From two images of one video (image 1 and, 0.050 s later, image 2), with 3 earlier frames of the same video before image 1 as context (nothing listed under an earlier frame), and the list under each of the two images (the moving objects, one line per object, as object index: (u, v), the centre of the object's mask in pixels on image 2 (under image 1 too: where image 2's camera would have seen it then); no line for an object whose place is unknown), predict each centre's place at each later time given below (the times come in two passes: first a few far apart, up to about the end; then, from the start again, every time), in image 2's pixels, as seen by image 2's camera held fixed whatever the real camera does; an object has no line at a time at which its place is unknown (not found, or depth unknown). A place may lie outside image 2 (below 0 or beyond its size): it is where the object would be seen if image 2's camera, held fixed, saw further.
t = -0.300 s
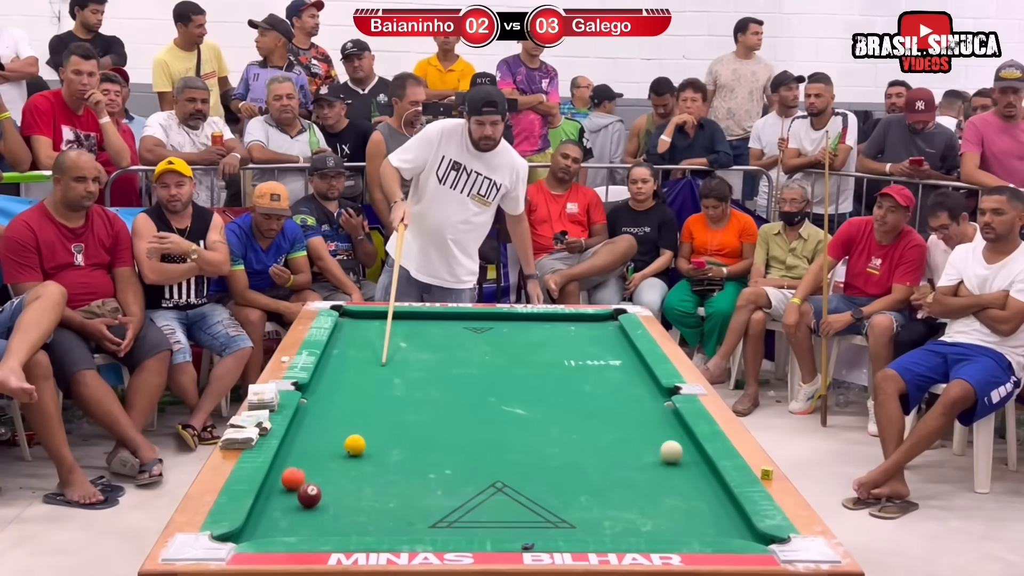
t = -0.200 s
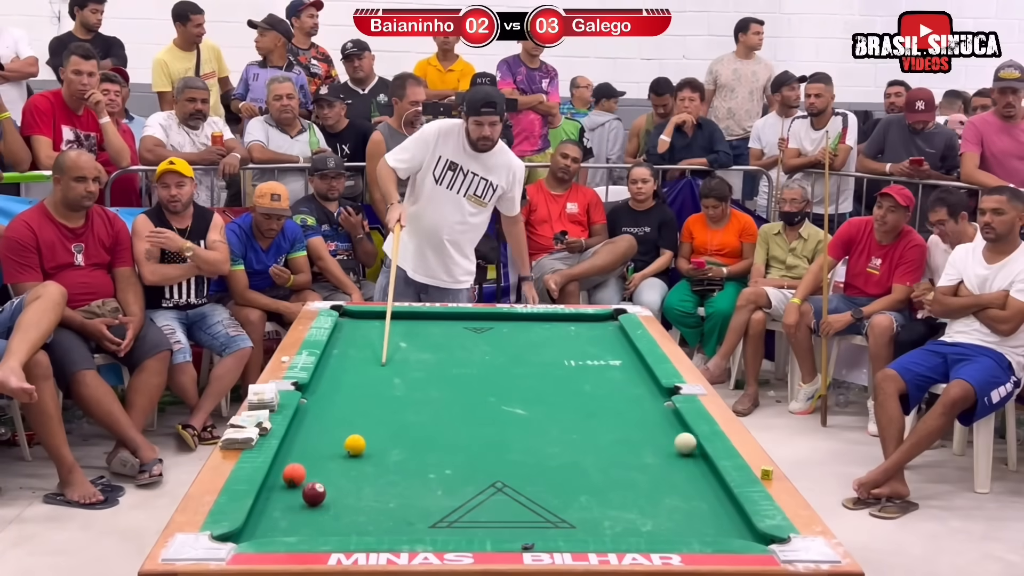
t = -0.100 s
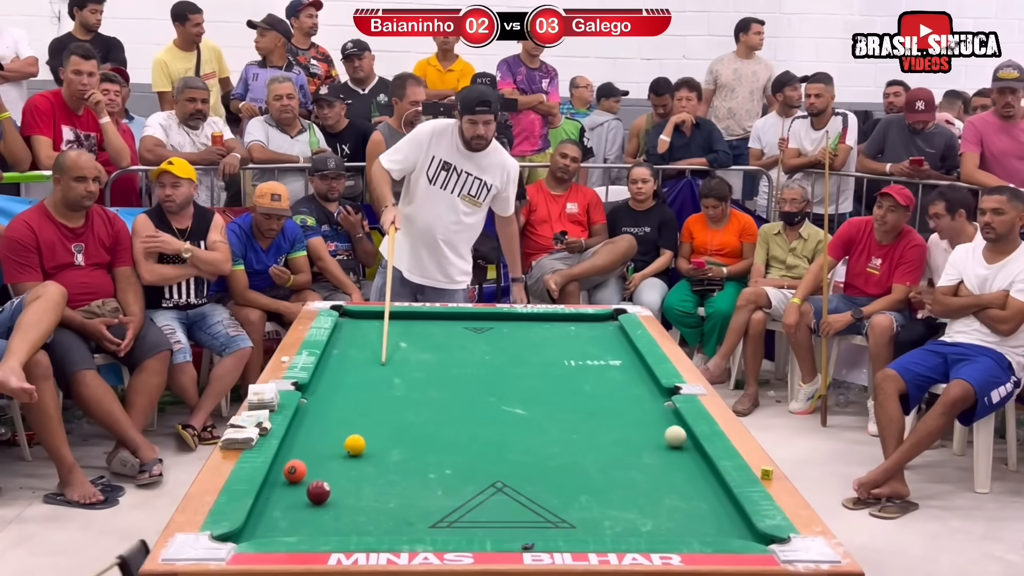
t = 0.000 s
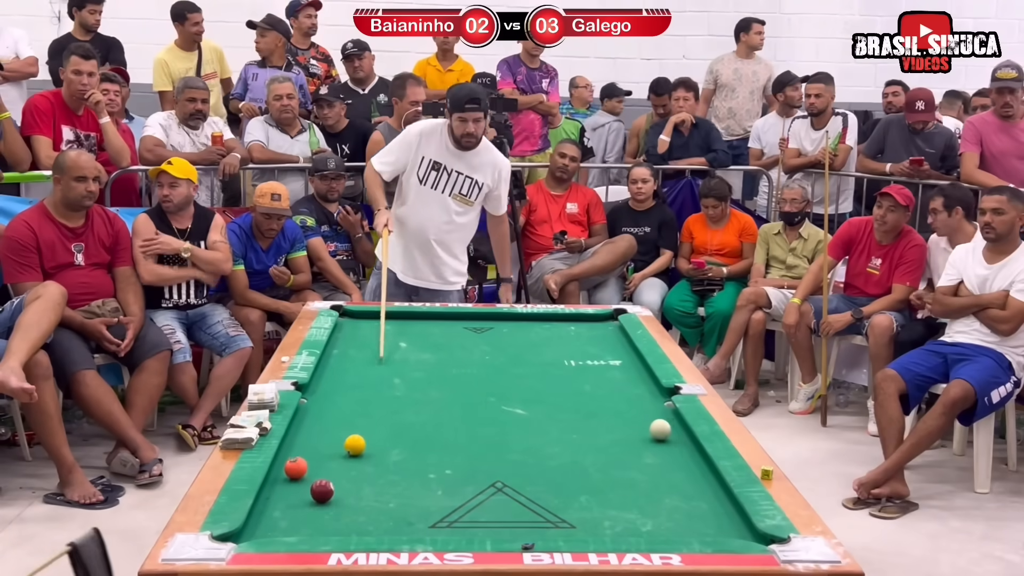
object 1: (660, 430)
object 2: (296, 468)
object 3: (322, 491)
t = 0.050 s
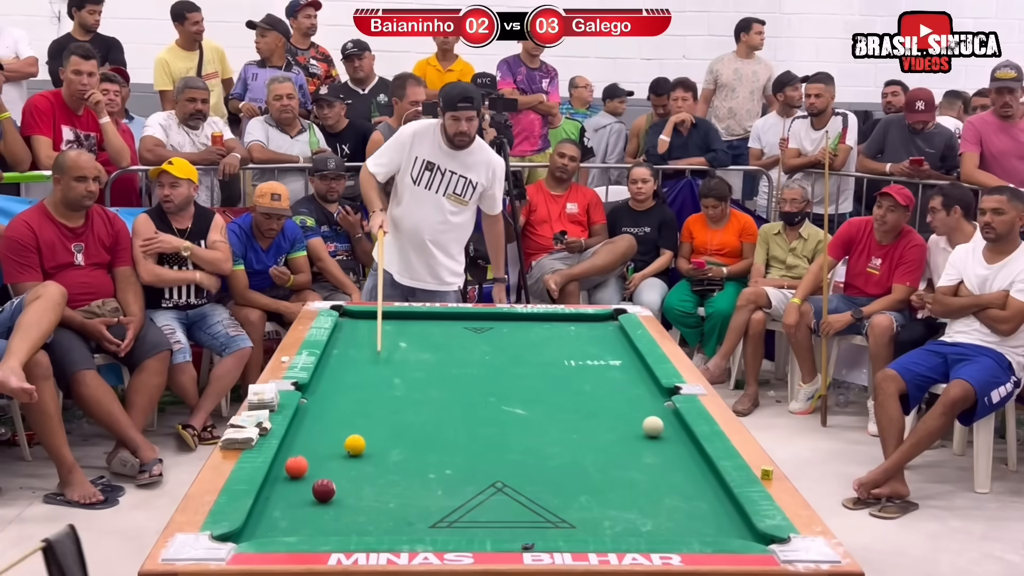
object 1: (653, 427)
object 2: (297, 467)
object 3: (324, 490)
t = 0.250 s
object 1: (626, 415)
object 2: (299, 460)
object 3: (329, 488)
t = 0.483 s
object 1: (597, 402)
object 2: (303, 455)
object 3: (334, 486)
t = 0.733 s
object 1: (571, 390)
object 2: (310, 449)
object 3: (337, 485)
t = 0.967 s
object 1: (548, 380)
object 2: (313, 446)
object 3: (339, 484)
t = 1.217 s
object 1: (527, 370)
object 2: (317, 442)
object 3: (339, 484)
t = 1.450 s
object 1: (509, 362)
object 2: (321, 439)
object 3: (339, 484)
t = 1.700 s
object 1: (491, 355)
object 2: (324, 438)
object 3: (339, 484)
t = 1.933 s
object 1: (477, 348)
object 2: (325, 437)
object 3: (339, 484)
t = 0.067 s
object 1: (650, 425)
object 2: (297, 466)
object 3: (324, 490)
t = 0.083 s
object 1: (648, 425)
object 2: (297, 466)
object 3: (325, 490)
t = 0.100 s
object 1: (646, 423)
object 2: (297, 465)
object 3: (325, 489)
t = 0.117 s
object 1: (643, 422)
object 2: (297, 464)
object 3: (326, 489)
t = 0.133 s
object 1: (641, 421)
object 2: (298, 464)
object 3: (326, 489)
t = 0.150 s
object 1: (639, 421)
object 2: (298, 463)
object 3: (327, 489)
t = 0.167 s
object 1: (637, 420)
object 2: (298, 463)
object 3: (327, 489)
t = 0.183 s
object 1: (635, 418)
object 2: (298, 461)
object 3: (328, 488)
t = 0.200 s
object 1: (632, 417)
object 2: (298, 460)
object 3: (328, 488)
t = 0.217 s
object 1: (630, 416)
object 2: (299, 460)
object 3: (329, 488)
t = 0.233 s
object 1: (628, 415)
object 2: (299, 461)
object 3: (329, 488)
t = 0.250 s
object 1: (626, 415)
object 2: (299, 460)
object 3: (329, 488)
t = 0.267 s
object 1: (624, 413)
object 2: (300, 460)
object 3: (330, 488)
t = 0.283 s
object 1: (622, 413)
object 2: (300, 460)
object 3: (330, 488)
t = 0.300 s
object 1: (619, 412)
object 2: (300, 459)
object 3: (331, 487)
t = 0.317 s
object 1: (617, 411)
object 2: (300, 459)
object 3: (331, 487)
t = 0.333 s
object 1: (615, 410)
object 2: (301, 458)
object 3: (331, 487)
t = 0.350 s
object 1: (613, 409)
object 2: (301, 458)
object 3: (332, 487)
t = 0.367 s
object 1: (611, 408)
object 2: (301, 458)
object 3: (332, 487)
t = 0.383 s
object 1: (609, 407)
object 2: (302, 457)
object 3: (332, 487)
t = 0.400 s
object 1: (607, 406)
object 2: (302, 457)
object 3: (333, 487)
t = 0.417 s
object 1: (605, 405)
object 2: (302, 457)
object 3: (333, 486)
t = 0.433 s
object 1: (603, 404)
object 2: (302, 457)
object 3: (333, 486)
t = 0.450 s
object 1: (601, 404)
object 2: (303, 456)
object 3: (333, 486)
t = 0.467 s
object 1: (599, 403)
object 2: (303, 456)
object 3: (334, 486)
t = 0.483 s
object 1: (597, 402)
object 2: (303, 455)
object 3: (334, 486)
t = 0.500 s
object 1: (596, 401)
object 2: (304, 455)
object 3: (334, 486)
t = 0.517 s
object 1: (594, 400)
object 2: (304, 454)
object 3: (334, 486)
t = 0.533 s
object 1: (592, 399)
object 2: (305, 454)
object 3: (335, 485)
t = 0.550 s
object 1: (590, 398)
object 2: (305, 454)
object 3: (335, 485)
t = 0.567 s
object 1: (588, 398)
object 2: (306, 453)
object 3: (335, 485)
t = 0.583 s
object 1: (586, 397)
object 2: (306, 453)
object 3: (335, 485)
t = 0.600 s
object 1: (585, 396)
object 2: (306, 452)
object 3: (336, 485)
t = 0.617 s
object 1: (583, 395)
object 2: (307, 452)
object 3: (336, 485)
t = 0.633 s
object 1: (581, 394)
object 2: (307, 452)
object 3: (336, 485)
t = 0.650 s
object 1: (579, 394)
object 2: (307, 451)
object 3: (336, 485)
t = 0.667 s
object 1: (578, 393)
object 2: (308, 451)
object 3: (336, 485)
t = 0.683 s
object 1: (576, 392)
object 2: (308, 451)
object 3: (337, 485)
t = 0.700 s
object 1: (574, 391)
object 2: (310, 449)
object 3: (337, 485)
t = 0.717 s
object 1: (572, 391)
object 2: (310, 449)
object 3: (337, 485)
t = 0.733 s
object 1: (571, 390)
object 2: (310, 449)
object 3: (337, 485)
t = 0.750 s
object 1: (569, 389)
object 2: (311, 449)
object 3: (337, 485)
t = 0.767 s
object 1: (567, 388)
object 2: (311, 448)
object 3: (337, 485)
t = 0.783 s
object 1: (566, 387)
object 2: (311, 448)
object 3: (338, 485)
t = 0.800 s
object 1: (564, 387)
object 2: (312, 448)
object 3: (338, 485)
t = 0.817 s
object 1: (563, 386)
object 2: (311, 448)
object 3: (338, 485)
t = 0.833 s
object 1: (561, 386)
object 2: (311, 448)
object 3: (338, 484)
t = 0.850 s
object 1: (559, 385)
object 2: (311, 448)
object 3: (338, 484)
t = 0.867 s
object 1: (558, 384)
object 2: (312, 447)
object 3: (338, 484)
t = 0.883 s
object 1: (556, 383)
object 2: (312, 447)
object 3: (338, 484)
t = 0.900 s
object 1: (555, 383)
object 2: (312, 447)
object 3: (338, 484)
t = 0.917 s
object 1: (553, 382)
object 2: (313, 446)
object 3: (338, 484)
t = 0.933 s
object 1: (551, 381)
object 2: (313, 446)
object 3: (338, 484)
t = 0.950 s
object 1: (550, 380)
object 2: (313, 446)
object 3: (339, 484)
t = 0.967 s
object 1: (548, 380)
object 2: (313, 446)
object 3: (339, 484)
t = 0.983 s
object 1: (547, 379)
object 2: (314, 446)
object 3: (339, 484)
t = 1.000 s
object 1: (545, 378)
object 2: (314, 446)
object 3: (339, 484)
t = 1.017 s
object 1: (544, 378)
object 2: (314, 445)
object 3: (339, 484)
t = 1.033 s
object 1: (542, 377)
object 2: (315, 445)
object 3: (339, 484)
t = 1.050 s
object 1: (541, 376)
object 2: (315, 445)
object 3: (339, 484)
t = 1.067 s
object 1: (539, 376)
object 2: (315, 444)
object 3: (339, 484)
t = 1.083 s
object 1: (538, 375)
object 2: (315, 444)
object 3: (339, 484)
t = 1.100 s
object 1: (537, 375)
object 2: (316, 444)
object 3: (339, 484)
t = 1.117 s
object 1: (535, 374)
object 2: (316, 444)
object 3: (339, 484)
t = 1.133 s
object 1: (534, 373)
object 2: (316, 444)
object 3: (339, 484)
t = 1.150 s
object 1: (532, 373)
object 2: (316, 443)
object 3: (339, 484)
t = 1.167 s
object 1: (531, 372)
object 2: (317, 443)
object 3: (339, 484)
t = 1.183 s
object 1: (529, 372)
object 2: (317, 443)
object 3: (339, 484)
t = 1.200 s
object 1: (528, 371)
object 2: (317, 443)
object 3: (339, 484)
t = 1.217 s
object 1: (527, 370)
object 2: (317, 442)
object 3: (339, 484)
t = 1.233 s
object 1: (525, 370)
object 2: (318, 442)
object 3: (339, 484)
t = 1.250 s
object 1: (524, 369)
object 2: (318, 442)
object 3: (339, 484)
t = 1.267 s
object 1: (523, 368)
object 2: (318, 442)
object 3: (339, 484)
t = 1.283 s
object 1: (522, 368)
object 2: (318, 442)
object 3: (339, 484)
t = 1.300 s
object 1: (520, 367)
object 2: (319, 441)
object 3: (339, 484)
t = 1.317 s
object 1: (519, 367)
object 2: (319, 441)
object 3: (339, 484)
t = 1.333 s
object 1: (517, 366)
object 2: (319, 441)
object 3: (339, 484)
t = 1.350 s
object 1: (516, 366)
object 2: (319, 441)
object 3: (339, 484)
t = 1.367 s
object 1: (515, 365)
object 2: (319, 441)
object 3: (339, 484)
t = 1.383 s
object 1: (514, 365)
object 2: (320, 439)
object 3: (339, 484)
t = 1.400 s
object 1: (512, 364)
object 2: (320, 439)
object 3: (339, 484)
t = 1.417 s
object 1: (511, 363)
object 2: (320, 439)
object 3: (339, 484)
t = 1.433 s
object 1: (510, 363)
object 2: (320, 439)
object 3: (339, 484)
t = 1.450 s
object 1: (509, 362)
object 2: (321, 439)
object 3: (339, 484)
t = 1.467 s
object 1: (507, 362)
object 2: (321, 438)
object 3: (339, 484)
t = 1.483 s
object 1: (506, 361)
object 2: (321, 438)
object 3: (339, 484)
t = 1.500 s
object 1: (505, 361)
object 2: (321, 438)
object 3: (339, 484)
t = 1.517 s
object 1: (504, 360)
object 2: (322, 438)
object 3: (339, 484)
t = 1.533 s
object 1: (503, 360)
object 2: (322, 438)
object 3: (339, 484)
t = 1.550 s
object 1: (501, 359)
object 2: (322, 438)
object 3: (339, 484)
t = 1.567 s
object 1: (500, 359)
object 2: (322, 438)
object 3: (339, 484)
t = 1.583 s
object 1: (499, 358)
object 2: (322, 438)
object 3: (339, 484)
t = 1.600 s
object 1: (498, 358)
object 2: (322, 439)
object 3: (339, 484)
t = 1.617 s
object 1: (497, 357)
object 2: (323, 439)
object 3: (339, 484)
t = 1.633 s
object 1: (496, 357)
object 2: (323, 439)
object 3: (339, 484)
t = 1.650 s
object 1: (495, 356)
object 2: (323, 439)
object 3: (339, 484)
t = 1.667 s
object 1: (493, 356)
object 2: (323, 438)
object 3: (339, 484)
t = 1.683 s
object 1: (492, 355)
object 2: (323, 438)
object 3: (339, 484)
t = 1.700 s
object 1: (491, 355)
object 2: (324, 438)
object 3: (339, 484)
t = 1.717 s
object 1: (490, 354)
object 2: (324, 438)
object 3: (339, 484)
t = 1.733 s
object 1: (489, 354)
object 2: (324, 438)
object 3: (339, 484)
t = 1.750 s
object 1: (488, 353)
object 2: (324, 438)
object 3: (339, 484)
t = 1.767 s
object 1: (487, 353)
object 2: (324, 438)
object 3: (339, 484)
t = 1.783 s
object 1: (486, 352)
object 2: (324, 438)
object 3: (339, 484)
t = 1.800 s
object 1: (485, 352)
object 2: (324, 438)
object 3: (339, 484)
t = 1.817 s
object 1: (484, 351)
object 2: (324, 438)
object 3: (339, 484)
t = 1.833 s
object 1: (483, 351)
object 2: (325, 438)
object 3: (339, 484)
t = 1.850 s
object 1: (481, 351)
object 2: (325, 438)
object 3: (339, 484)
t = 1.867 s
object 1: (481, 350)
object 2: (325, 438)
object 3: (339, 484)
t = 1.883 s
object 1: (479, 350)
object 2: (325, 438)
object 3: (339, 484)
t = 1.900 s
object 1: (479, 349)
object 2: (325, 437)
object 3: (339, 484)
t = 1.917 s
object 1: (478, 349)
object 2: (325, 437)
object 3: (339, 484)
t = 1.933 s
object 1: (477, 348)
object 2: (325, 437)
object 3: (339, 484)
